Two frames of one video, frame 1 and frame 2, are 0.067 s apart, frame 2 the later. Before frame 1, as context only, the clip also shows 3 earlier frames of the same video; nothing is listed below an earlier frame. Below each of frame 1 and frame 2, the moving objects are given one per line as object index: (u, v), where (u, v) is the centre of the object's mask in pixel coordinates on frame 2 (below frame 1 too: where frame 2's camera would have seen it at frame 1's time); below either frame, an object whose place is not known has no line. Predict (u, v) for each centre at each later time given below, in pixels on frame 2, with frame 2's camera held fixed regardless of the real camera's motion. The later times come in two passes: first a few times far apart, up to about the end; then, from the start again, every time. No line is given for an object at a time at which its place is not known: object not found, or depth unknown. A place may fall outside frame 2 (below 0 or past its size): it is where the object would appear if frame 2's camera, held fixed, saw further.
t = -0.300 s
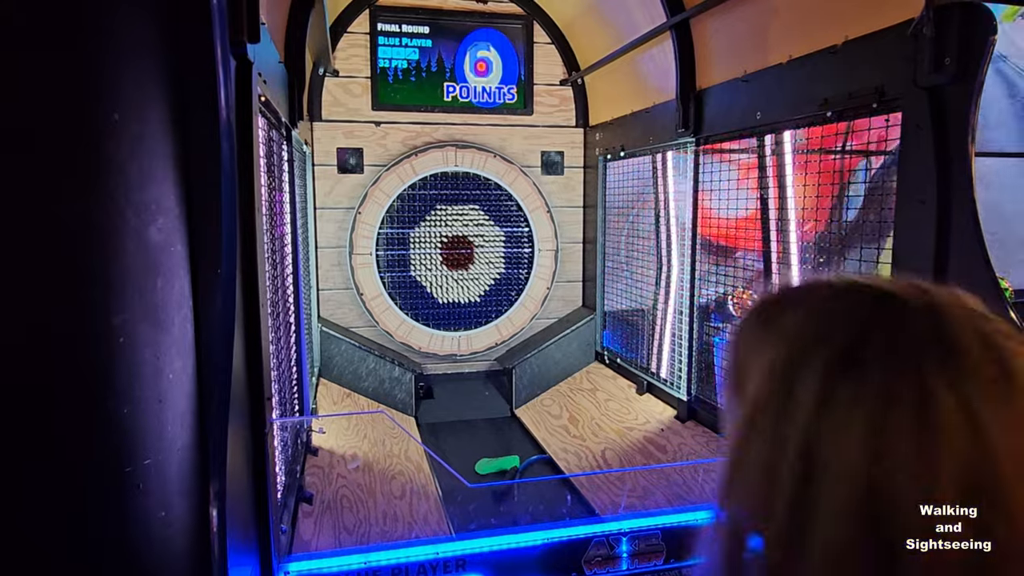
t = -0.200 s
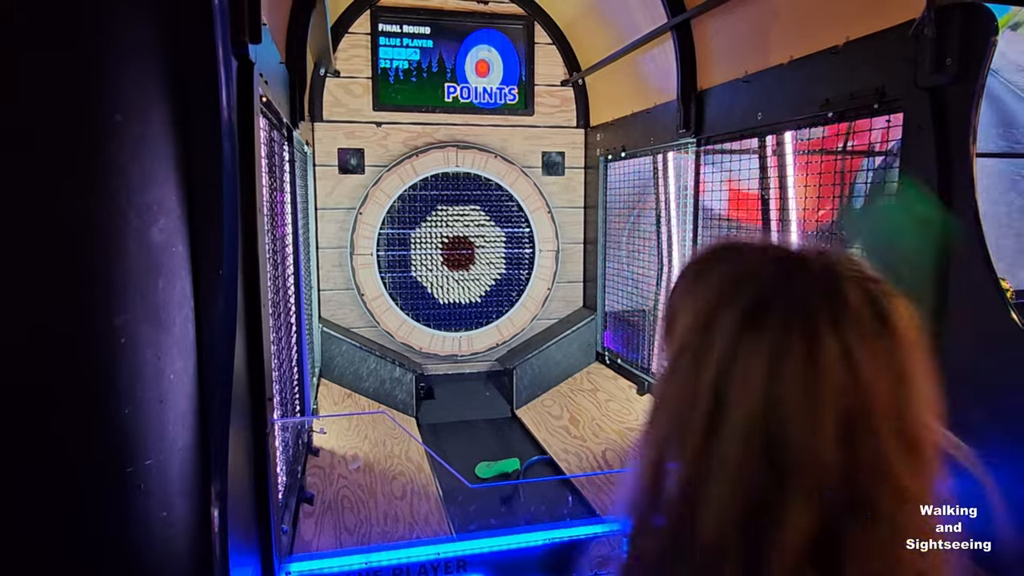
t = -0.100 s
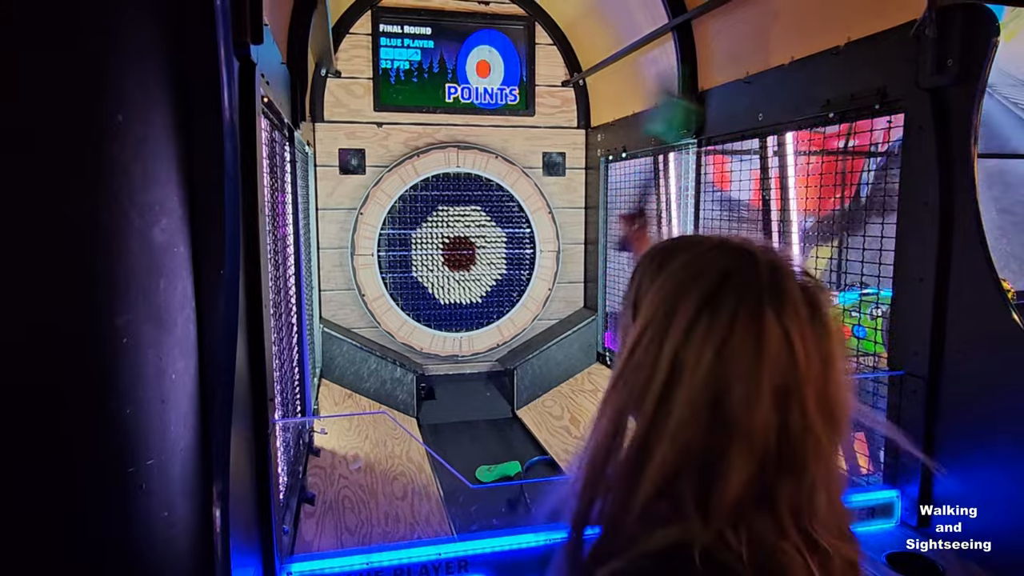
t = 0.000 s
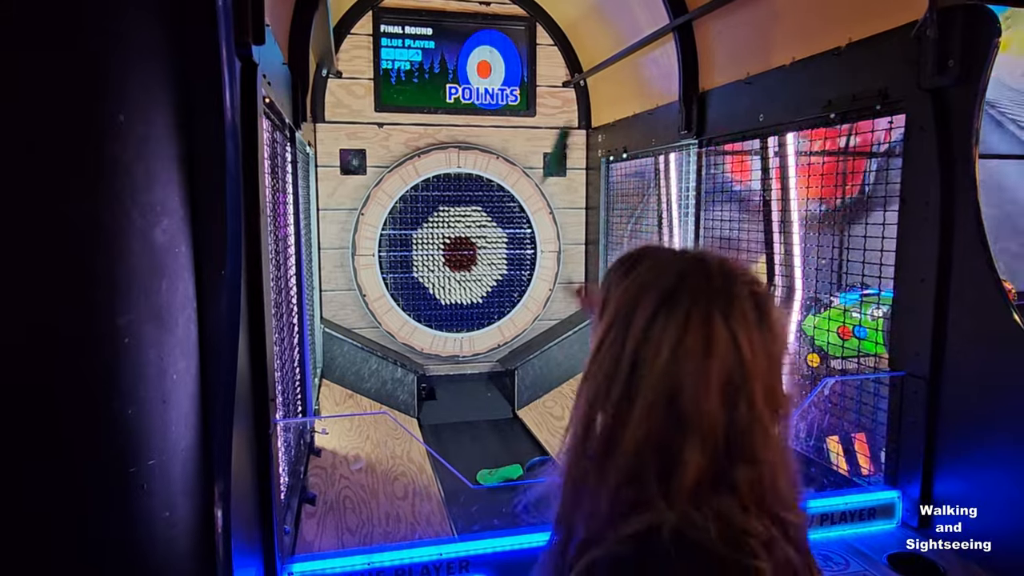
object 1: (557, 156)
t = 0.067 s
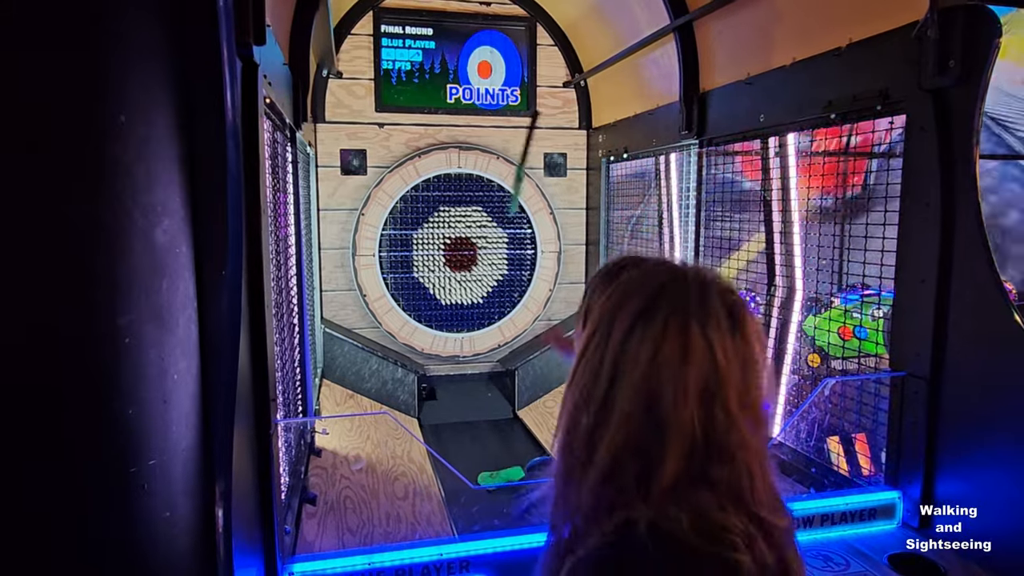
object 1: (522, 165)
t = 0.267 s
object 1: (463, 241)
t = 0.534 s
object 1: (453, 325)
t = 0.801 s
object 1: (447, 425)
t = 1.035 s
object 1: (442, 433)
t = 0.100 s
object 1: (508, 180)
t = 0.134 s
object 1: (495, 198)
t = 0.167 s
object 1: (483, 222)
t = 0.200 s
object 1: (475, 234)
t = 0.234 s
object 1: (468, 242)
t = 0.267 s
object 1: (463, 241)
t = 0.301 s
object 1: (461, 244)
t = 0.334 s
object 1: (458, 246)
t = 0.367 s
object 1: (457, 253)
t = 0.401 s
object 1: (456, 262)
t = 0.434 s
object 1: (456, 273)
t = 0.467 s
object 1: (454, 289)
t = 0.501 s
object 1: (452, 308)
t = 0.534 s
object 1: (453, 325)
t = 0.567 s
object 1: (453, 353)
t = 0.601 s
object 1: (453, 380)
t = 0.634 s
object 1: (454, 408)
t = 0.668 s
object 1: (454, 436)
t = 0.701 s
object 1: (451, 442)
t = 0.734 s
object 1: (456, 432)
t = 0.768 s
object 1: (455, 427)
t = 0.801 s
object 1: (447, 425)
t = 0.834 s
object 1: (449, 425)
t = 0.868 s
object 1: (442, 425)
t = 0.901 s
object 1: (447, 426)
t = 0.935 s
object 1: (446, 427)
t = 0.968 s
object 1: (446, 429)
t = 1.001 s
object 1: (447, 432)
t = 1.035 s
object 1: (442, 433)
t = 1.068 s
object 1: (442, 434)
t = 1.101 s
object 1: (443, 437)
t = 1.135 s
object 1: (444, 436)
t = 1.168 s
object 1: (443, 437)
